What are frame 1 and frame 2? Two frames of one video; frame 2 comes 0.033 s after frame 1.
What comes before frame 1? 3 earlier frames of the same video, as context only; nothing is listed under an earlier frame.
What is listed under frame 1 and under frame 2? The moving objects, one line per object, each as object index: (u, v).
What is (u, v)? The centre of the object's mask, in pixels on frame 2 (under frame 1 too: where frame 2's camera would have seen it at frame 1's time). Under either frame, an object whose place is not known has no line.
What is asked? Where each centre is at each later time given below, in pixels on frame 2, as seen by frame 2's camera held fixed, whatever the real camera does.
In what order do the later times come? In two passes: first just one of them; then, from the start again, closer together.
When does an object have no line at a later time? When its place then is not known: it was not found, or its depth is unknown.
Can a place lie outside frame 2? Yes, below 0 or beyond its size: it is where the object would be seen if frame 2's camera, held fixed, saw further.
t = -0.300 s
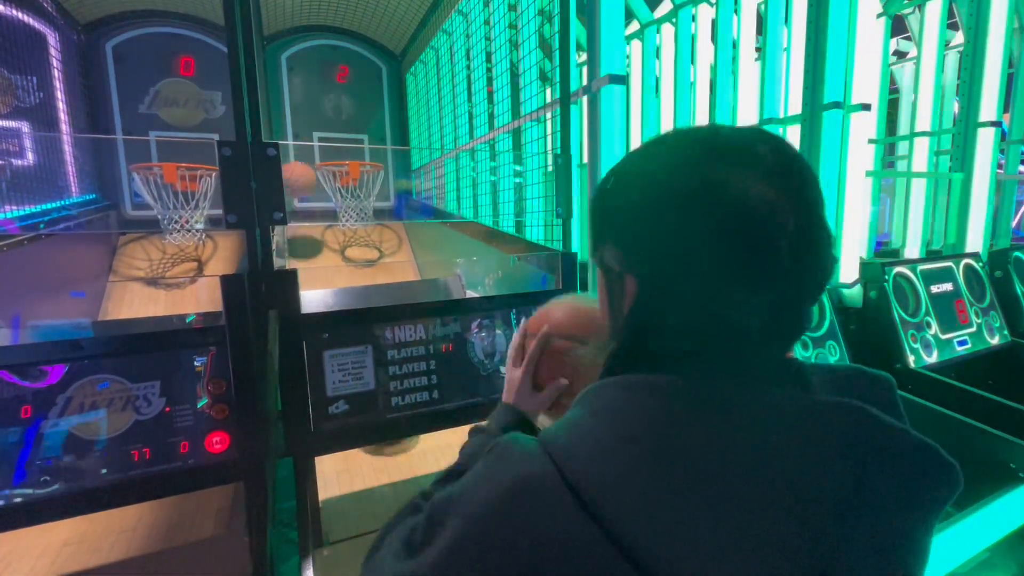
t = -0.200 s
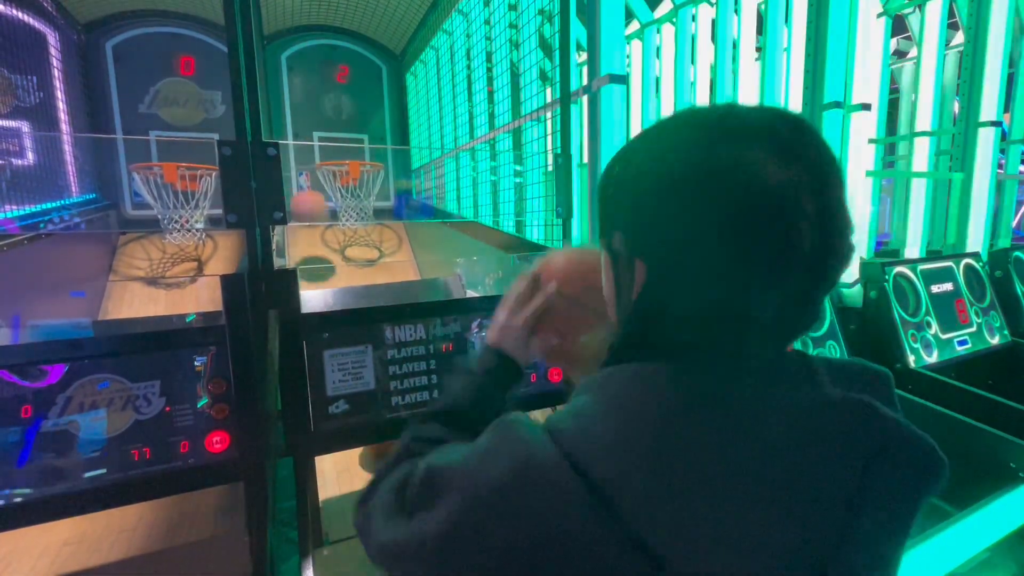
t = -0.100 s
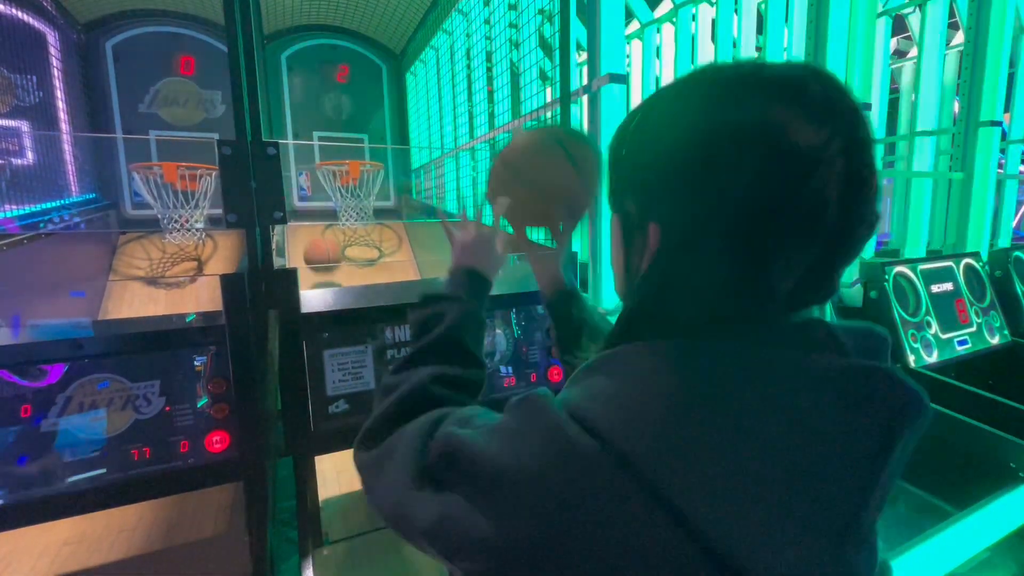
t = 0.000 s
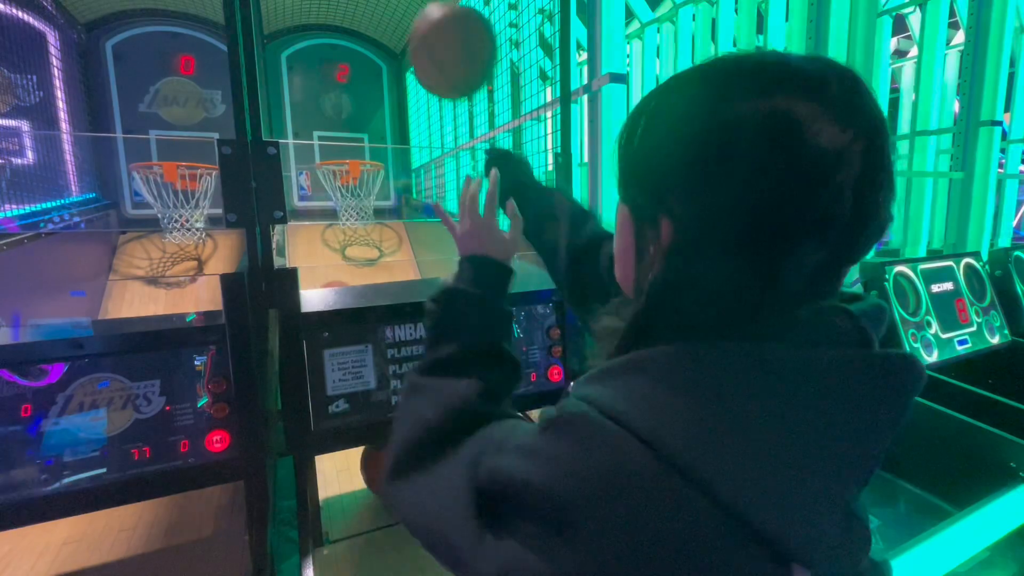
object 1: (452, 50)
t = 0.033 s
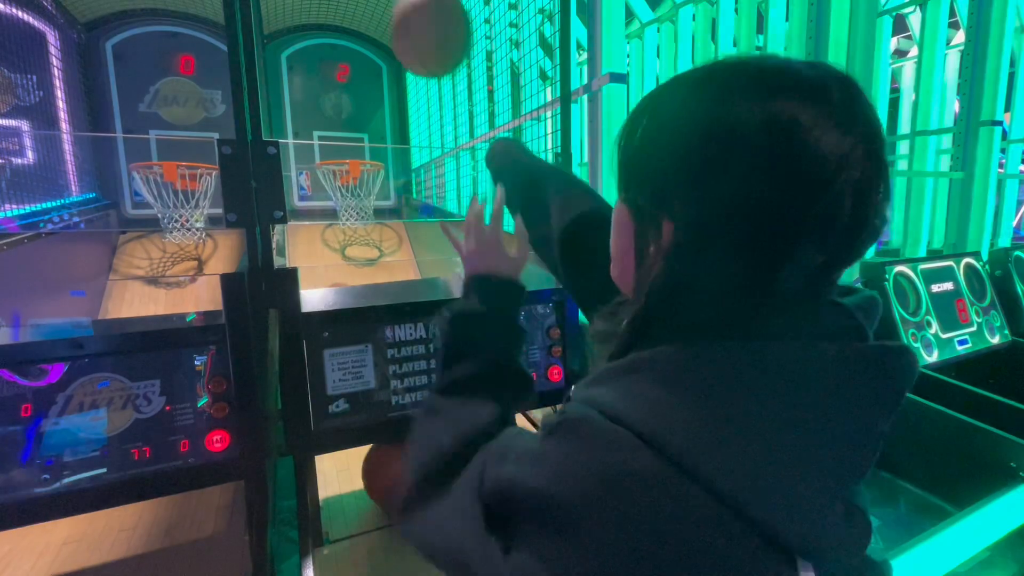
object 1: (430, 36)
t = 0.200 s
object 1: (367, 26)
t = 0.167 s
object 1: (376, 24)
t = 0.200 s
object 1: (367, 26)
